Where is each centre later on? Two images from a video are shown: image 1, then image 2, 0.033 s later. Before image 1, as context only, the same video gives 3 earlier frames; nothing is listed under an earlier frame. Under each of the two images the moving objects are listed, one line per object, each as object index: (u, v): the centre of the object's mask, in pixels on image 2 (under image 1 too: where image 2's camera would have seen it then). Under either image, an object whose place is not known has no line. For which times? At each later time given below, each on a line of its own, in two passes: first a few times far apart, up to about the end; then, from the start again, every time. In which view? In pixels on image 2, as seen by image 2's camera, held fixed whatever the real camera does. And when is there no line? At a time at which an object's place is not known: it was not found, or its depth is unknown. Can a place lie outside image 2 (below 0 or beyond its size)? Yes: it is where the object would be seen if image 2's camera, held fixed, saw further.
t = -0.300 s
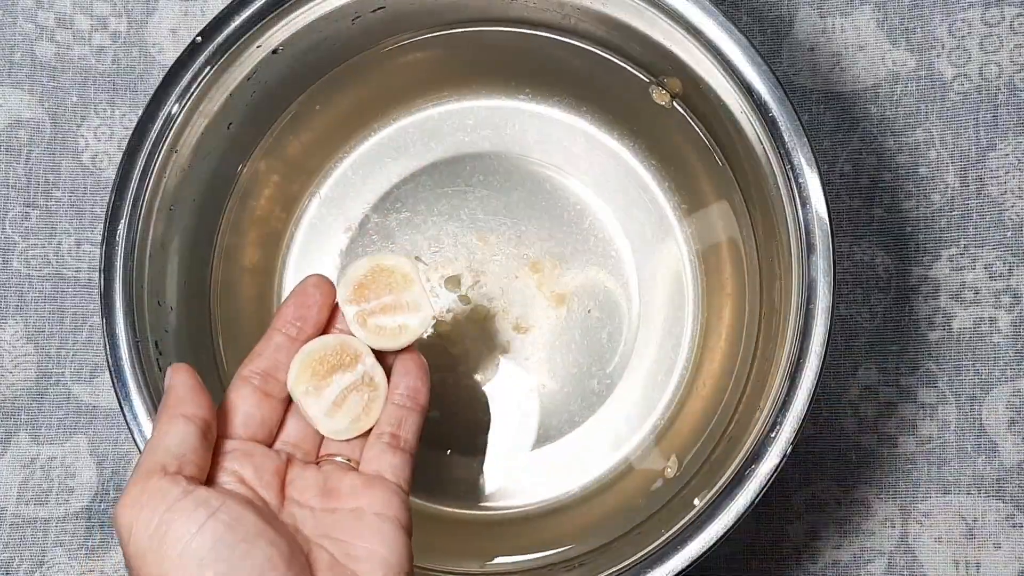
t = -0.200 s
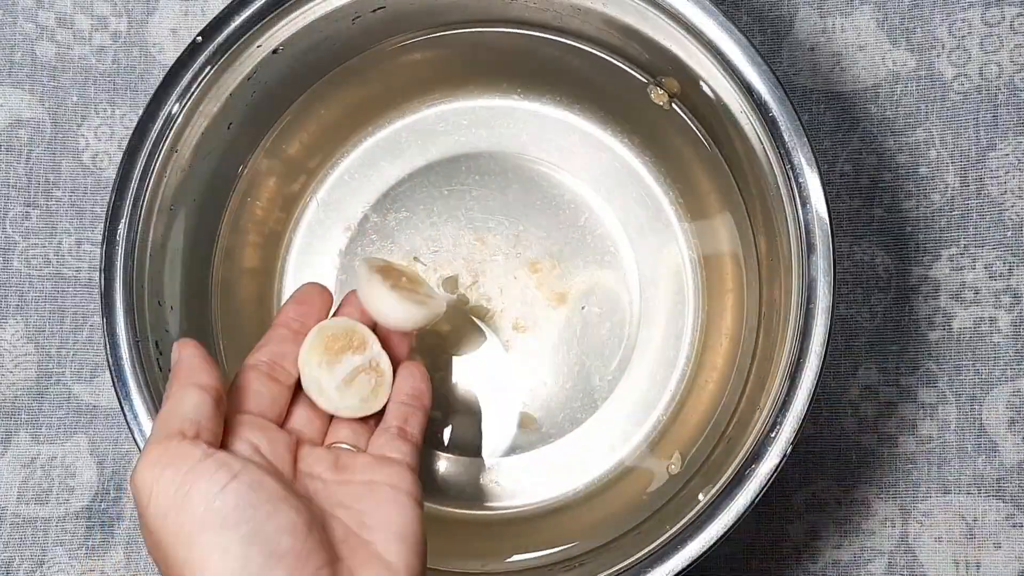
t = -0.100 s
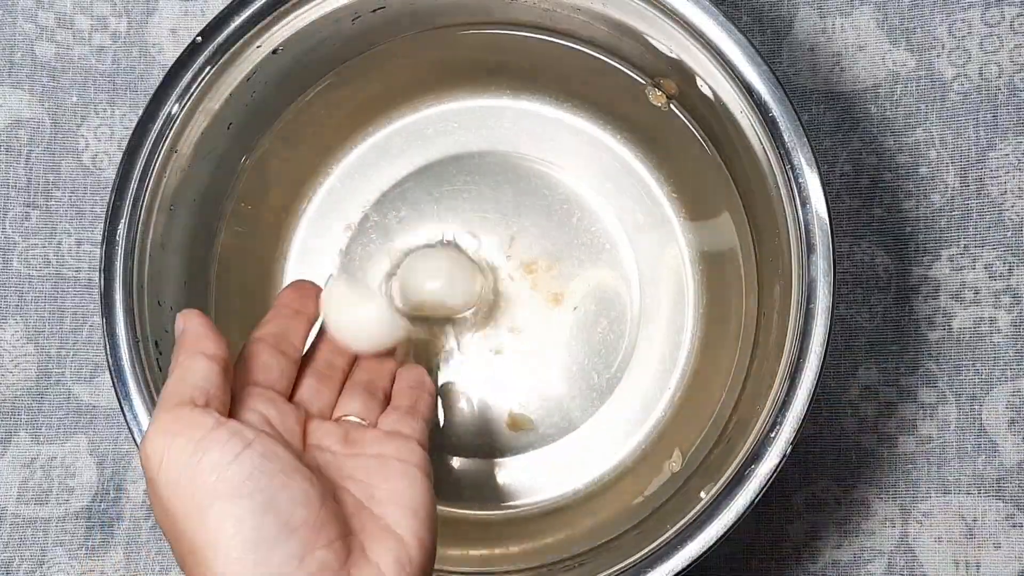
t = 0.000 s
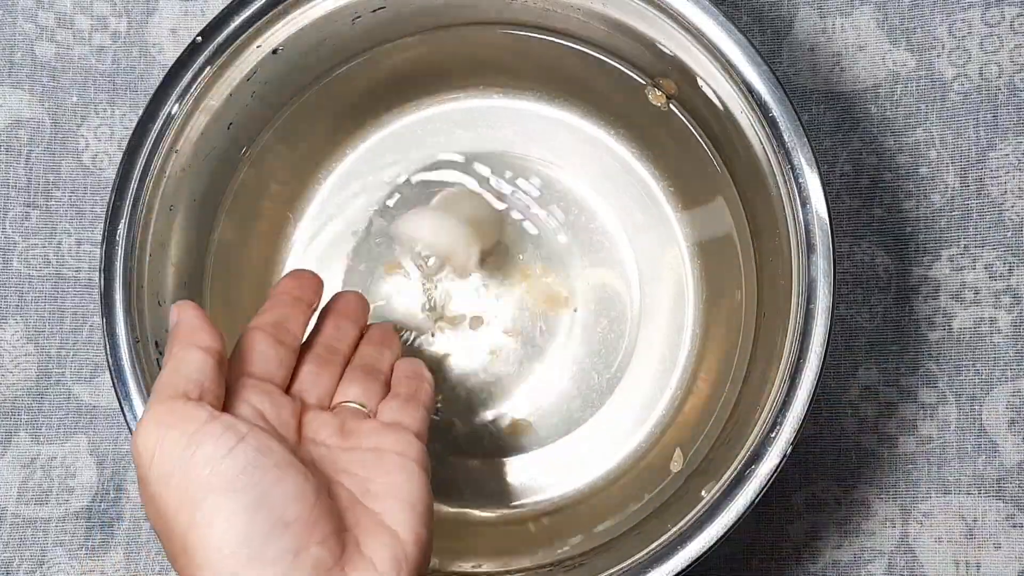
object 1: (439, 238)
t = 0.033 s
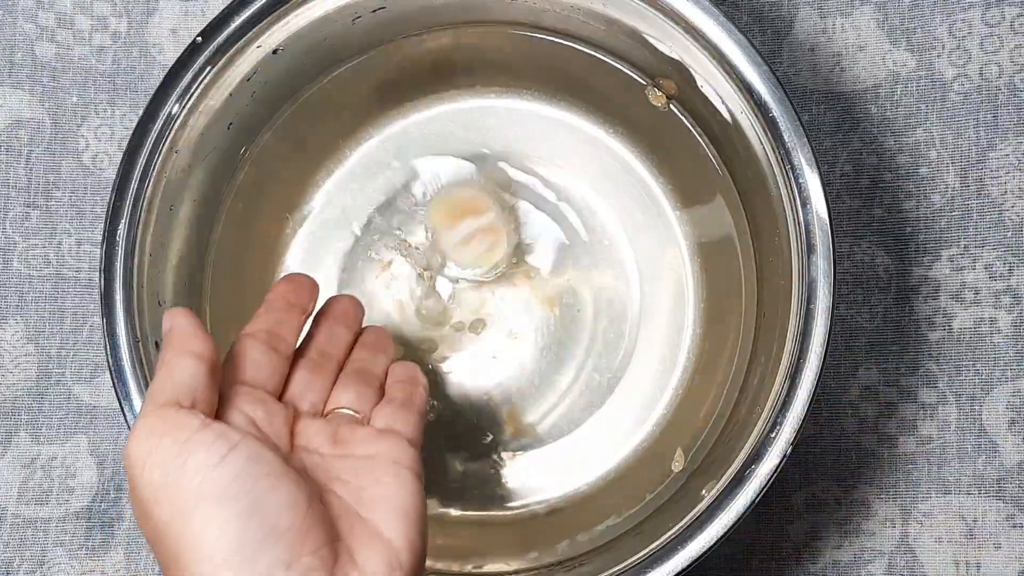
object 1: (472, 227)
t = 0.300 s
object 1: (582, 270)
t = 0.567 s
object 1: (575, 301)
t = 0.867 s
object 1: (594, 305)
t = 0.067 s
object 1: (489, 232)
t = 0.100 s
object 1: (501, 234)
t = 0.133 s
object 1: (525, 247)
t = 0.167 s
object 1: (540, 249)
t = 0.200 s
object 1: (557, 257)
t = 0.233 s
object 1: (569, 268)
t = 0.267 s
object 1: (574, 270)
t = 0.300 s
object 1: (582, 270)
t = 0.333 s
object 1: (584, 279)
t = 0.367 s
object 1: (586, 282)
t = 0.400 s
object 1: (588, 288)
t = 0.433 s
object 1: (587, 291)
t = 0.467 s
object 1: (584, 294)
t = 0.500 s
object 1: (581, 296)
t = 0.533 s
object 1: (577, 299)
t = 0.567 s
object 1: (575, 301)
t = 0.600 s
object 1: (575, 302)
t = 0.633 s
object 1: (578, 304)
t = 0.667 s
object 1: (583, 306)
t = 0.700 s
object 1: (587, 308)
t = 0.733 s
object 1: (589, 309)
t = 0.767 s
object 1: (591, 309)
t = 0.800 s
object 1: (592, 307)
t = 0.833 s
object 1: (592, 306)
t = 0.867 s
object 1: (594, 305)
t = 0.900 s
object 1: (598, 304)
